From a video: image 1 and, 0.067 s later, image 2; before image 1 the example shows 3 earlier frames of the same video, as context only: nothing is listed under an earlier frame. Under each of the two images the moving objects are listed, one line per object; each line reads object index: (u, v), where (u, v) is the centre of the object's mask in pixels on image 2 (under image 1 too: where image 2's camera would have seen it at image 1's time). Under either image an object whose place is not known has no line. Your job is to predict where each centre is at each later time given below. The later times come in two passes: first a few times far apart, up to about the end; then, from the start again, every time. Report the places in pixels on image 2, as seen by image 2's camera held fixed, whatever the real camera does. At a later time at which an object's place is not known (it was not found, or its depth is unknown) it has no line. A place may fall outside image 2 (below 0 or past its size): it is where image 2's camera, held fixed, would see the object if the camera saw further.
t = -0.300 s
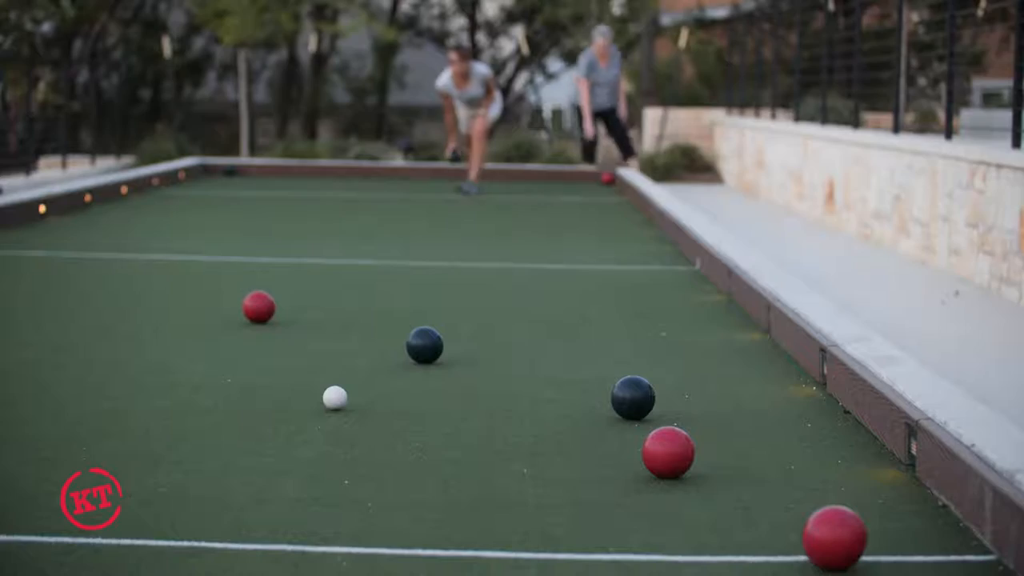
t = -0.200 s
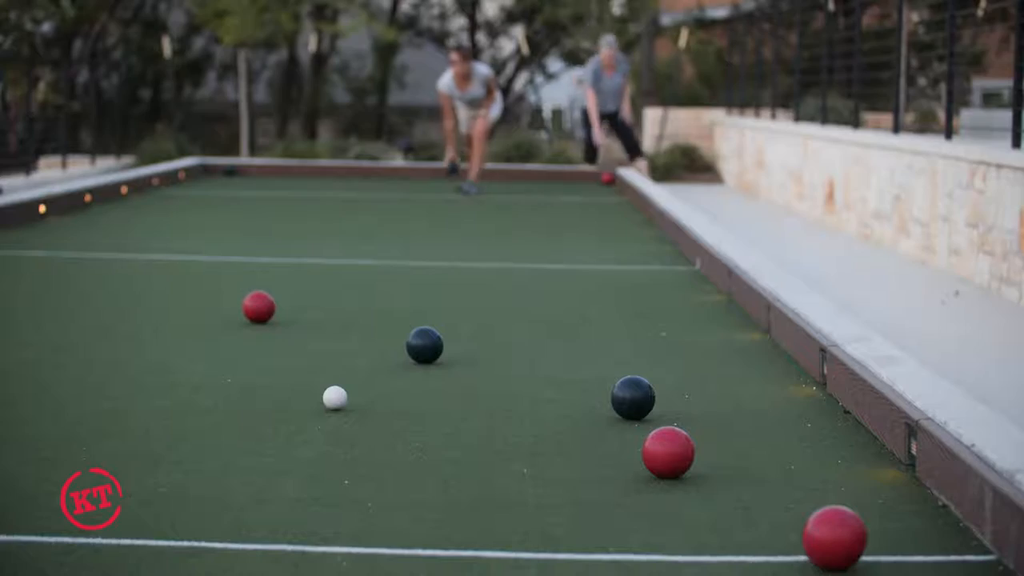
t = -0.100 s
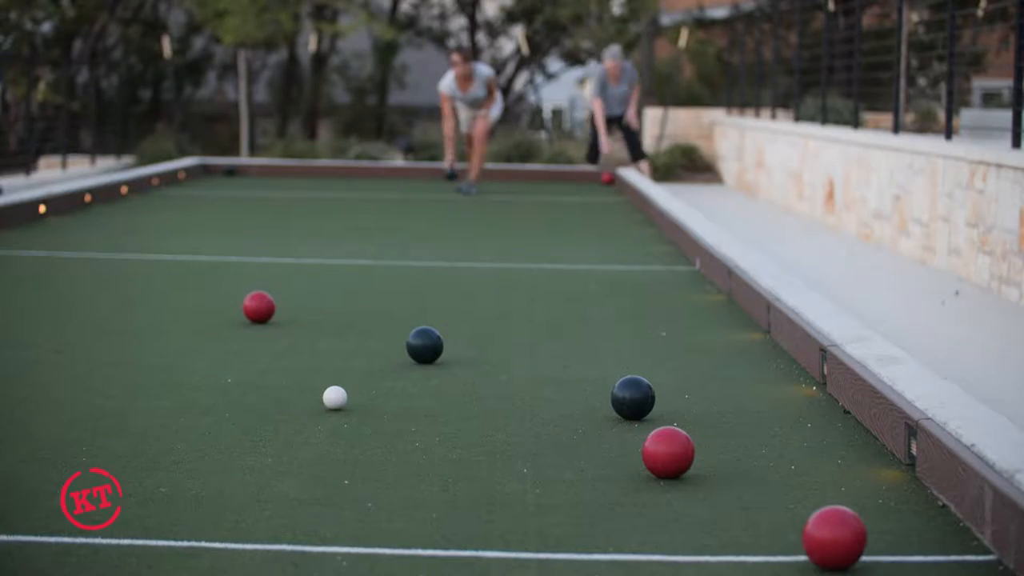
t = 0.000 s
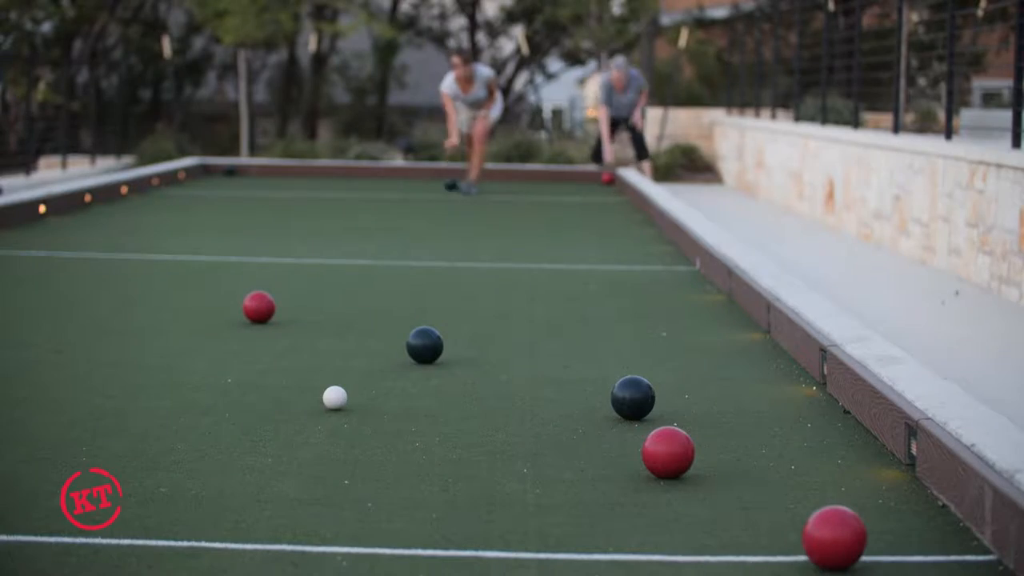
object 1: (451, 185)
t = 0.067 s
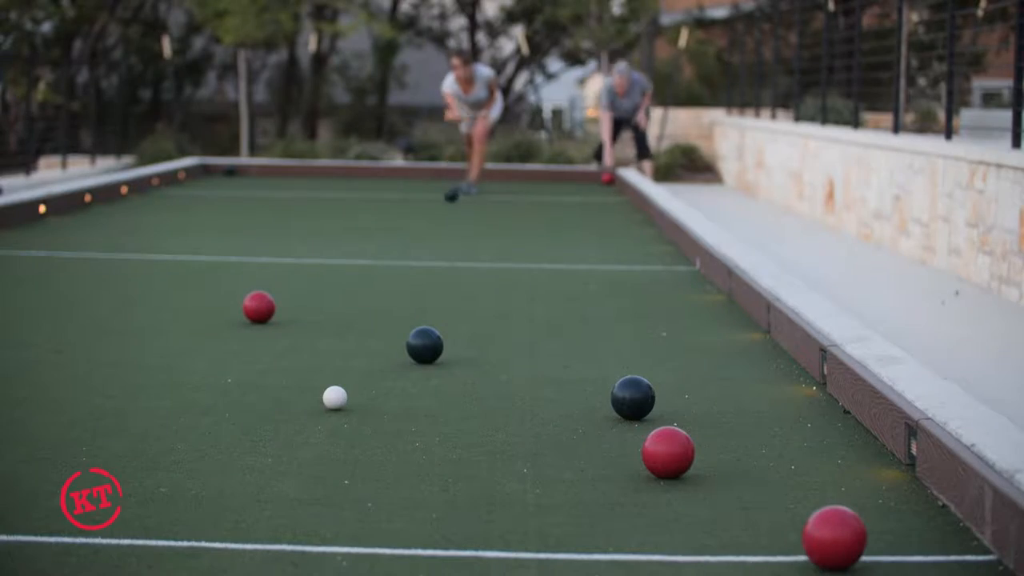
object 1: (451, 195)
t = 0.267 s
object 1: (452, 197)
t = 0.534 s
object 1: (455, 206)
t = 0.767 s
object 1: (470, 241)
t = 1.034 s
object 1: (543, 323)
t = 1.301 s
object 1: (607, 373)
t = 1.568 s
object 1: (619, 376)
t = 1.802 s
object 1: (652, 385)
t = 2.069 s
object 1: (664, 393)
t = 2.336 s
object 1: (670, 394)
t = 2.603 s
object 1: (668, 392)
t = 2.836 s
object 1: (667, 391)
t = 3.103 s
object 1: (667, 391)
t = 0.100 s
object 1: (451, 192)
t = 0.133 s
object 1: (452, 190)
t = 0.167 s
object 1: (452, 189)
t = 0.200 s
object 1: (452, 189)
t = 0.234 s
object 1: (452, 192)
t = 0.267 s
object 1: (452, 197)
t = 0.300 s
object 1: (453, 200)
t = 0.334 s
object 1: (454, 198)
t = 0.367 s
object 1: (454, 197)
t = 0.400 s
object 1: (454, 198)
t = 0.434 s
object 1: (454, 201)
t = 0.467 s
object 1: (454, 202)
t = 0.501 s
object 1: (454, 203)
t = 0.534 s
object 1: (455, 206)
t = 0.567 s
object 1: (456, 210)
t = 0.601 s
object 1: (457, 214)
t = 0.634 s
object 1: (458, 217)
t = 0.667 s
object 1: (460, 221)
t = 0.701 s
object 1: (463, 227)
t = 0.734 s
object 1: (466, 233)
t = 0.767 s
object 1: (470, 241)
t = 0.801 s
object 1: (475, 249)
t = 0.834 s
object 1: (482, 257)
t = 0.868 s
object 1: (489, 267)
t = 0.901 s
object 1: (497, 277)
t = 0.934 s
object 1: (507, 289)
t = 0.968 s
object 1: (518, 300)
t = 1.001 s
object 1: (530, 312)
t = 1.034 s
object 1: (543, 323)
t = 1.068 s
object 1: (556, 334)
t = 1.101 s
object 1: (568, 344)
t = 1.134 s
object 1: (578, 352)
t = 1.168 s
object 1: (587, 359)
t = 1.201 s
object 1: (595, 365)
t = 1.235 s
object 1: (601, 369)
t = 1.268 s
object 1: (605, 371)
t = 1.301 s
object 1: (607, 373)
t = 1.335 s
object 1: (609, 373)
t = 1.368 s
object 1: (610, 374)
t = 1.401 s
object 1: (611, 374)
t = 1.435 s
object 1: (613, 375)
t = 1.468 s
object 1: (614, 375)
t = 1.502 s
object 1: (616, 376)
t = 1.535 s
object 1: (617, 376)
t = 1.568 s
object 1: (619, 376)
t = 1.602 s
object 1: (622, 376)
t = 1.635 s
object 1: (624, 375)
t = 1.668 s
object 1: (630, 376)
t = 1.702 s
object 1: (637, 375)
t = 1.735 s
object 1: (644, 378)
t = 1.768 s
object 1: (649, 383)
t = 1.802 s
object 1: (652, 385)
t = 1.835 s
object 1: (654, 387)
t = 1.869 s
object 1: (656, 388)
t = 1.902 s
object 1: (657, 390)
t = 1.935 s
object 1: (659, 391)
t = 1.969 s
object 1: (660, 392)
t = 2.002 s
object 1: (662, 392)
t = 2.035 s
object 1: (663, 392)
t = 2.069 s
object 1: (664, 393)
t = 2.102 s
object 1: (666, 393)
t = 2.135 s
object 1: (667, 393)
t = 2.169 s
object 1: (667, 393)
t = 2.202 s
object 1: (668, 394)
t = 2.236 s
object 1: (669, 394)
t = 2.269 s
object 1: (669, 394)
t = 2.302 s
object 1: (669, 394)
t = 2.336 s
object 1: (670, 394)
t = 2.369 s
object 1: (670, 394)
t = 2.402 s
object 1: (670, 393)
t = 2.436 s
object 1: (670, 393)
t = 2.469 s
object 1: (669, 393)
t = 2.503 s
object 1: (669, 393)
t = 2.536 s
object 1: (668, 392)
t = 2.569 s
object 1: (668, 392)
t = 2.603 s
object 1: (668, 392)
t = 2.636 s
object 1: (668, 392)
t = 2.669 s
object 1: (667, 391)
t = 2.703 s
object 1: (667, 391)
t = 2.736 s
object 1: (667, 391)
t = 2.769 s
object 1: (667, 391)
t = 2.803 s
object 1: (667, 391)
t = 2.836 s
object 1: (667, 391)
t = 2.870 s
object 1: (667, 391)
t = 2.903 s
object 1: (667, 391)
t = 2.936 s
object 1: (667, 391)
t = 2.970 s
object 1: (667, 391)
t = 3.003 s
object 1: (667, 391)
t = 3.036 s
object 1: (667, 391)
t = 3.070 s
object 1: (667, 391)
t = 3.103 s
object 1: (667, 391)
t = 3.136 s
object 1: (667, 391)
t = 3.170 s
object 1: (667, 391)
